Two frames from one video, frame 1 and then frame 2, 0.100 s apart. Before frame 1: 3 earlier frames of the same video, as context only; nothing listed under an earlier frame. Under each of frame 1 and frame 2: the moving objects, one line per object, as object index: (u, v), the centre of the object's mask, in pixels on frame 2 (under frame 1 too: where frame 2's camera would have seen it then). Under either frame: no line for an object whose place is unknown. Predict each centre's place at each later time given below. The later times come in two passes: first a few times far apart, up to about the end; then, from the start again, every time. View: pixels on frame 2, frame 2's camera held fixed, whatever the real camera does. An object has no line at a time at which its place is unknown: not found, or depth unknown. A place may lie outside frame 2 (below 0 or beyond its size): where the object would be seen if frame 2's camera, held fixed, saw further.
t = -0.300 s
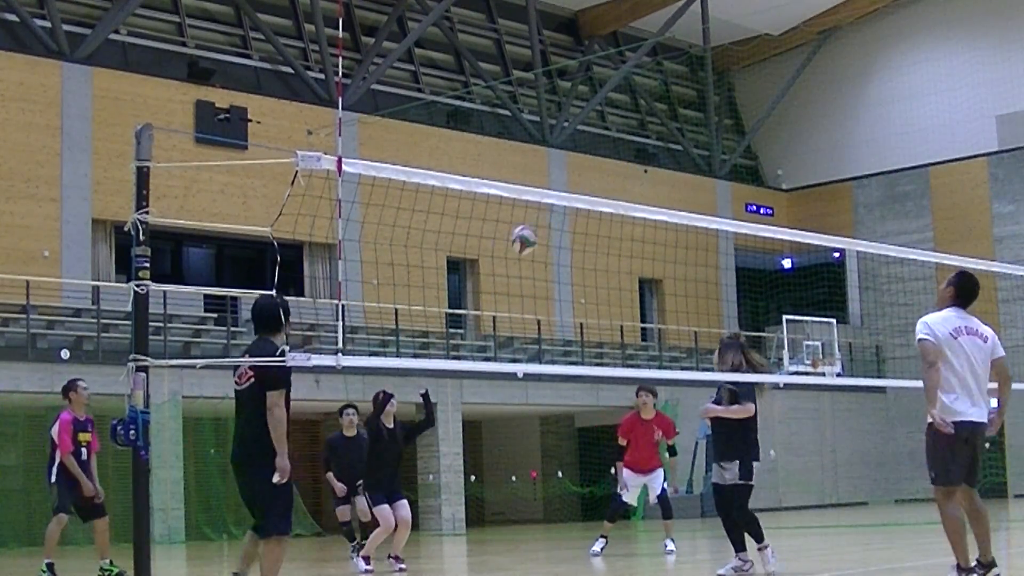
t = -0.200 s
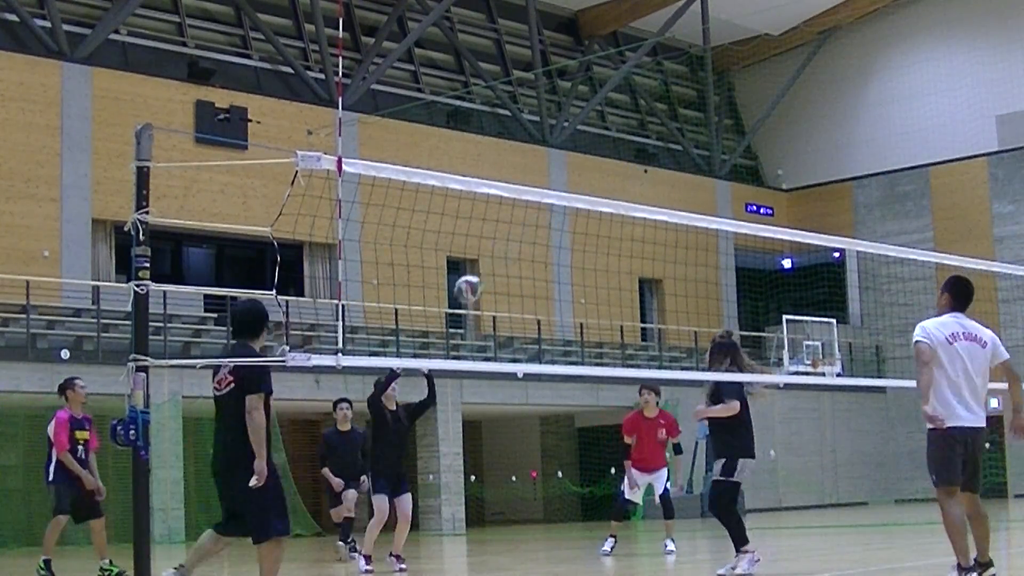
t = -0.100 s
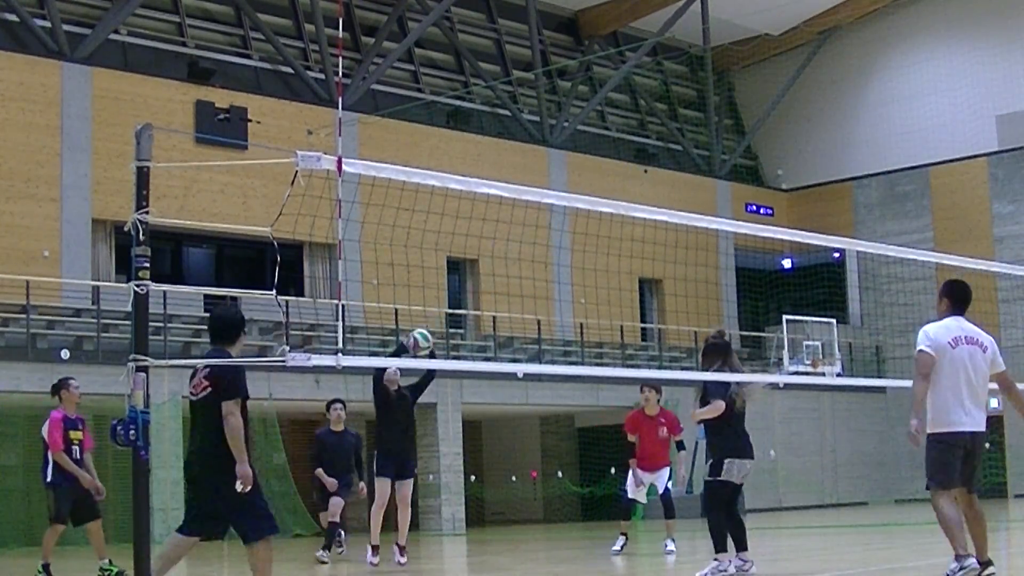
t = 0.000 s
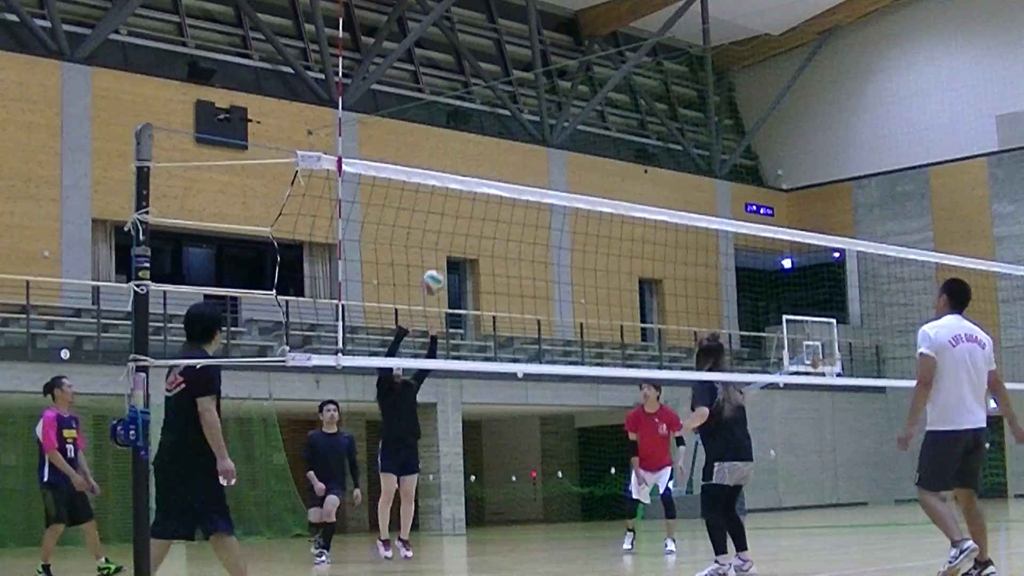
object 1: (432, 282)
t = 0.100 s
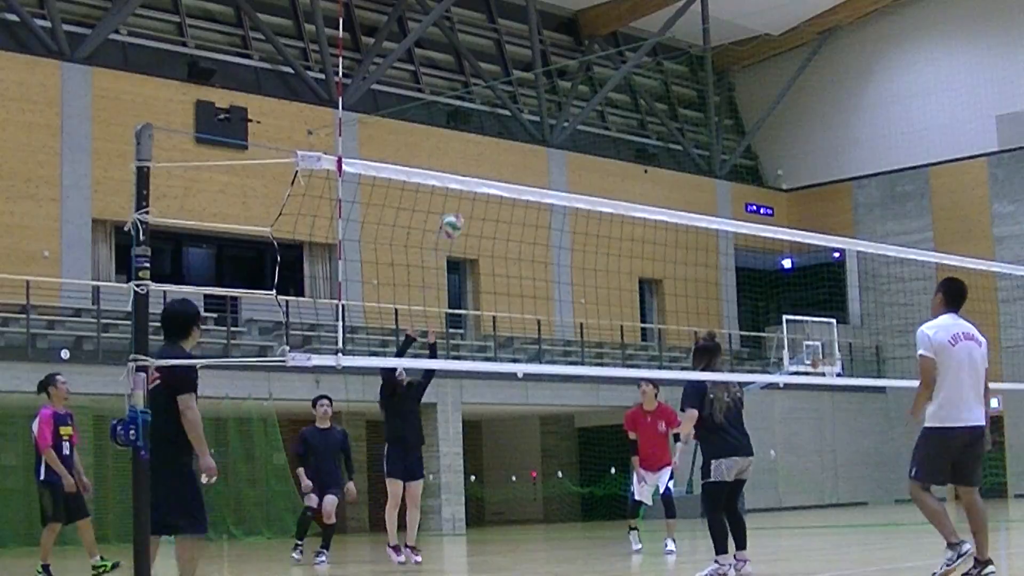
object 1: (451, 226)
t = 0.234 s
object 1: (479, 166)
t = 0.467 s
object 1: (528, 115)
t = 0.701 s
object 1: (582, 129)
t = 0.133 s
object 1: (458, 209)
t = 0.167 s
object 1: (464, 197)
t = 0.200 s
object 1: (472, 173)
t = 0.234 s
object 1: (479, 166)
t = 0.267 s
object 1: (485, 156)
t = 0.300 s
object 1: (492, 145)
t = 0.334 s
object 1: (499, 136)
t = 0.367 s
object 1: (507, 128)
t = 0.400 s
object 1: (513, 123)
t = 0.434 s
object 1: (521, 118)
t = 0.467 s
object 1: (528, 115)
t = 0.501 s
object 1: (536, 113)
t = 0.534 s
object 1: (542, 112)
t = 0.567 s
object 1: (551, 113)
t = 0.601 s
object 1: (557, 114)
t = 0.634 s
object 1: (566, 118)
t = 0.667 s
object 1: (574, 122)
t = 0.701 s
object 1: (582, 129)
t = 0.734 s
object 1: (590, 137)
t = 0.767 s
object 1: (599, 145)
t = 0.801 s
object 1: (607, 156)
